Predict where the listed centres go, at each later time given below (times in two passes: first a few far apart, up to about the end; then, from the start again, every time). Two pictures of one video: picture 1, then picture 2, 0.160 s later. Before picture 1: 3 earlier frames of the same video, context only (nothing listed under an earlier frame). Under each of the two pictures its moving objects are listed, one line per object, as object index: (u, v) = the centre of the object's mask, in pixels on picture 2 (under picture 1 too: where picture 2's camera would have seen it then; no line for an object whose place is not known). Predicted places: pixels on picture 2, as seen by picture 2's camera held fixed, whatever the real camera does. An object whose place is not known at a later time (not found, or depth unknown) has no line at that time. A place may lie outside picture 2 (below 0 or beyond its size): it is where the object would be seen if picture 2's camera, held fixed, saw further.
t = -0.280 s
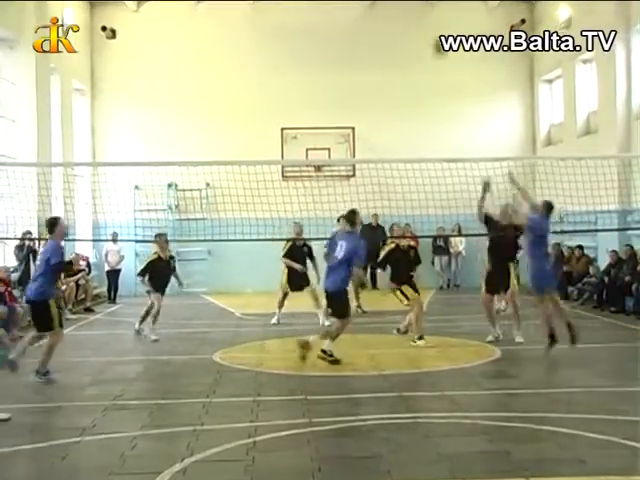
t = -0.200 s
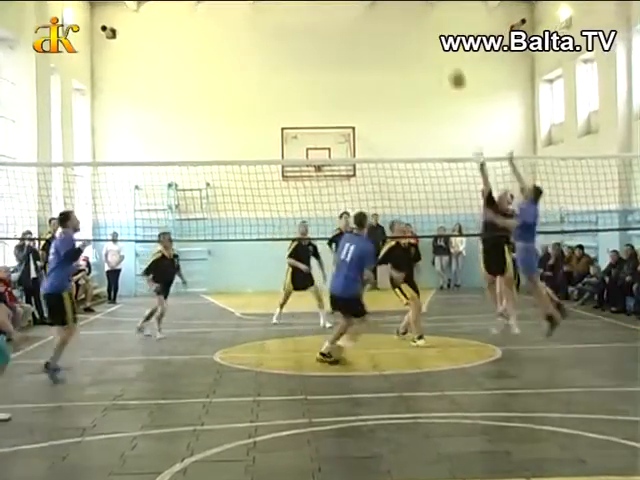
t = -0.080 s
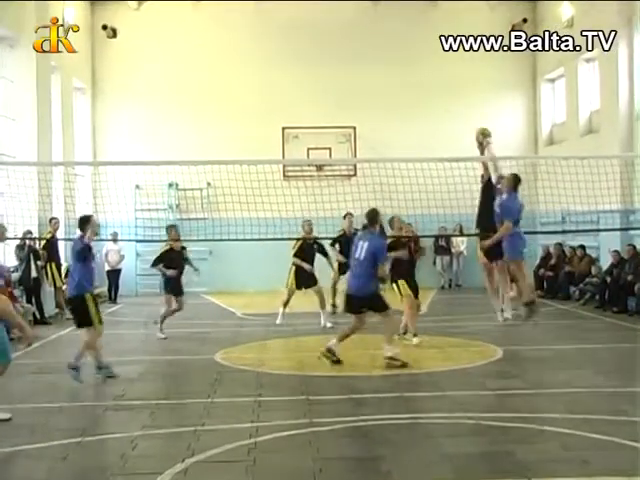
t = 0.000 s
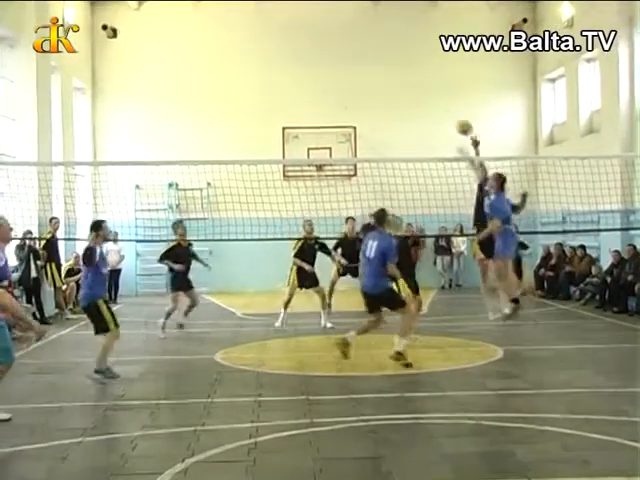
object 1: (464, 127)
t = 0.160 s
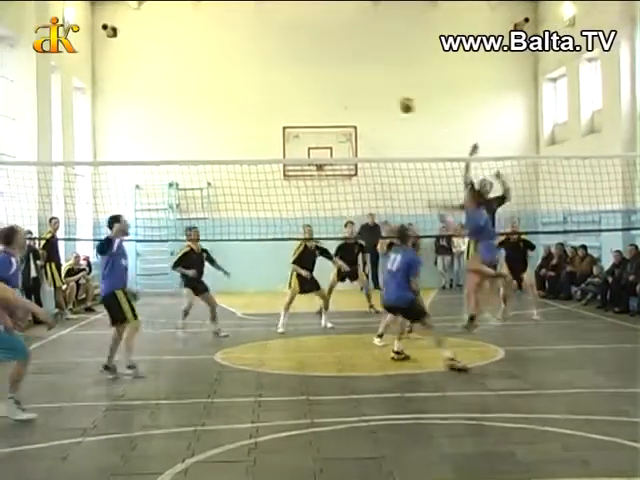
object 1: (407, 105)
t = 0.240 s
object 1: (377, 101)
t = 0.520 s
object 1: (281, 124)
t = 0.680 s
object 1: (229, 165)
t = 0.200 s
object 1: (392, 102)
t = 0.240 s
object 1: (377, 101)
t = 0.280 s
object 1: (364, 101)
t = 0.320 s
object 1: (350, 102)
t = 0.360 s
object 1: (336, 104)
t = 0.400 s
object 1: (323, 107)
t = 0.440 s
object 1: (310, 111)
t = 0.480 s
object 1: (295, 117)
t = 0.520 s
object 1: (281, 124)
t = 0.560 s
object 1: (268, 133)
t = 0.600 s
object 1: (255, 142)
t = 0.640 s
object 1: (242, 152)
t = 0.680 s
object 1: (229, 165)
